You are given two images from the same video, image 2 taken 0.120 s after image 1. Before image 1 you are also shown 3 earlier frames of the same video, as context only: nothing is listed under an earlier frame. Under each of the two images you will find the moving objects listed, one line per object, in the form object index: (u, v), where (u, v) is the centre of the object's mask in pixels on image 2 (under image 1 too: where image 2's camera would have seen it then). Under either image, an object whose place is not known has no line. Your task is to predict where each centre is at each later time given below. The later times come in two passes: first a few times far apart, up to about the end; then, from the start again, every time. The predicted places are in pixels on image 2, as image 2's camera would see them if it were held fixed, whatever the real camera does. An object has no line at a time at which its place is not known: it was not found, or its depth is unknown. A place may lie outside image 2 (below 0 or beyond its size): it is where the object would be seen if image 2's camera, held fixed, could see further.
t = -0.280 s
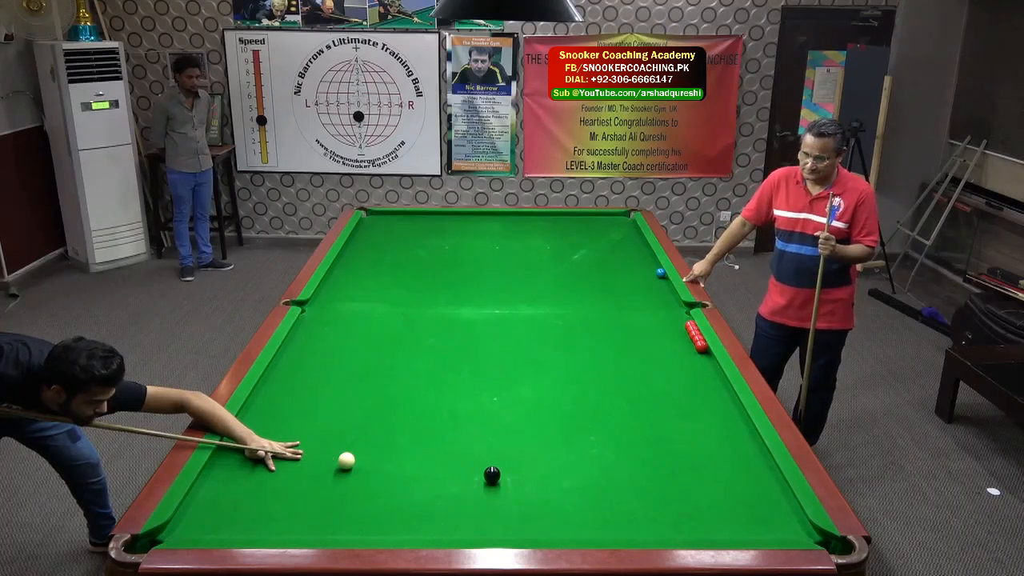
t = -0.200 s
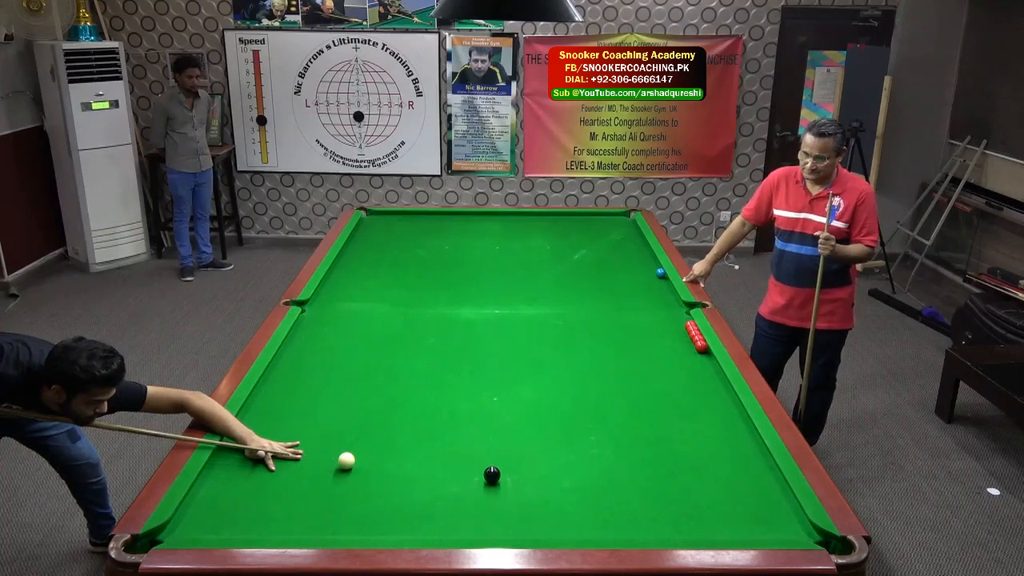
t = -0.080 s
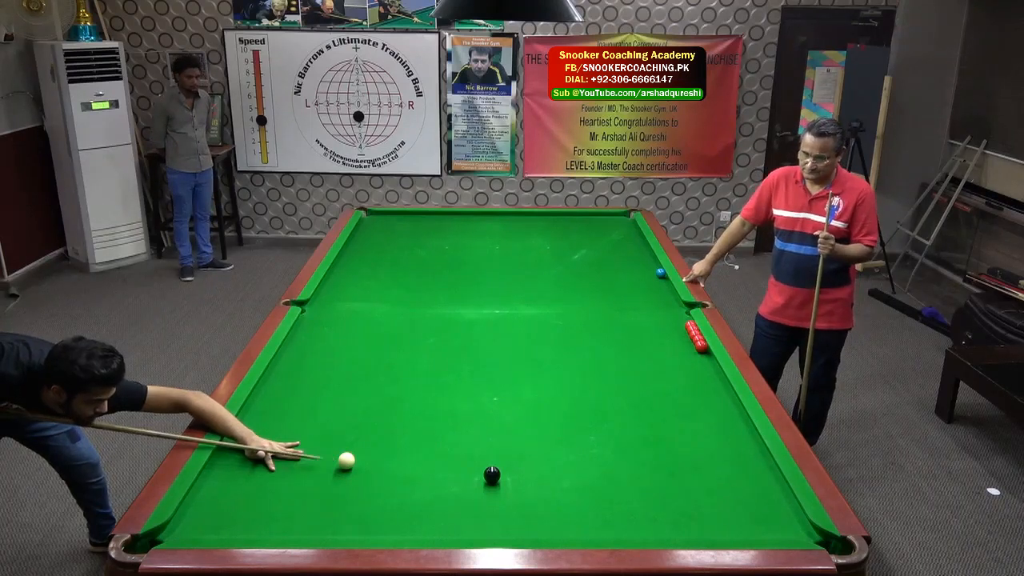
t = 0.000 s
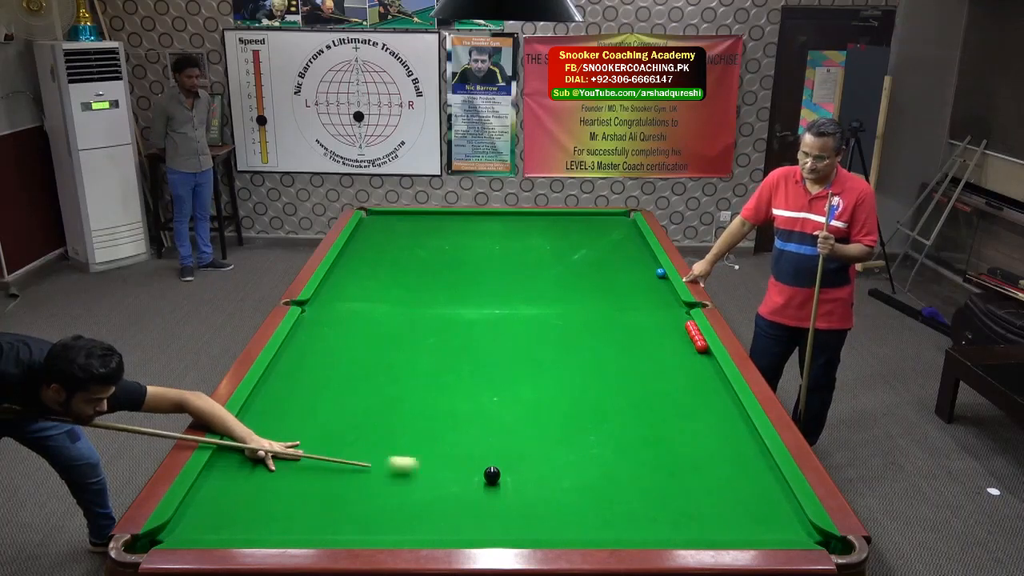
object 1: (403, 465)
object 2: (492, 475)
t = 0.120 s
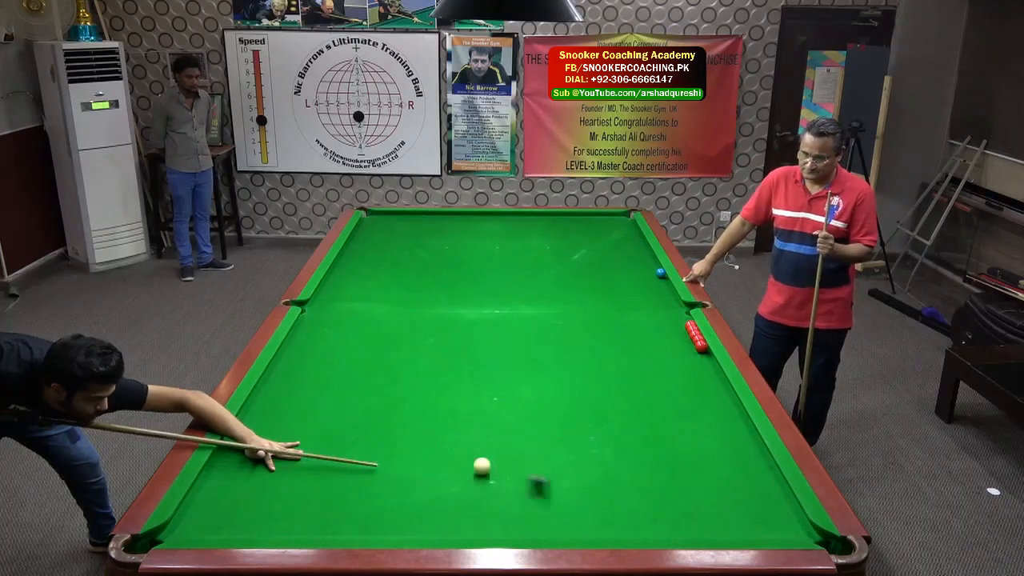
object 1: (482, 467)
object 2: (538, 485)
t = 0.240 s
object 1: (491, 458)
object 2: (647, 508)
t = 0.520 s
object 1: (510, 440)
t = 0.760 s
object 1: (525, 426)
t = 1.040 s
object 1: (540, 412)
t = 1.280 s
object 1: (552, 401)
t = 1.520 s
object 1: (563, 392)
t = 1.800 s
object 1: (574, 383)
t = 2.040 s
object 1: (582, 376)
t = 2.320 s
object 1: (592, 369)
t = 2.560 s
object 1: (599, 364)
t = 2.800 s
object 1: (605, 359)
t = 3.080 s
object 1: (611, 355)
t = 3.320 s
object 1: (616, 352)
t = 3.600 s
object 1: (620, 349)
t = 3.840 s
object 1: (624, 347)
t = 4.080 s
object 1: (626, 346)
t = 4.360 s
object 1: (628, 345)
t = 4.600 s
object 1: (628, 345)
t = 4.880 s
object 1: (629, 345)
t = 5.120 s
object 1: (629, 345)
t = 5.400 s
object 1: (629, 345)
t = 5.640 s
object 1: (629, 345)
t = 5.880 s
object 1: (629, 345)
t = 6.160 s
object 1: (629, 345)
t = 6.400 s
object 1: (629, 345)
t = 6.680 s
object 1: (629, 345)
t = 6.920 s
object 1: (629, 345)
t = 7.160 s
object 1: (629, 345)
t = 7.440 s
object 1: (629, 345)
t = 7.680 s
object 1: (629, 345)
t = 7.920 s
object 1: (629, 345)
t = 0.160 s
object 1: (485, 464)
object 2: (576, 493)
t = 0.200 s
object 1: (488, 461)
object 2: (611, 501)
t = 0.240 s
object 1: (491, 458)
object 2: (647, 508)
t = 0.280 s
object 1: (493, 455)
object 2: (683, 516)
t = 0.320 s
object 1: (497, 452)
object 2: (718, 521)
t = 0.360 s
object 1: (499, 449)
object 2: (752, 527)
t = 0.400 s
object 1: (502, 447)
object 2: (784, 530)
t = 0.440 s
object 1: (505, 445)
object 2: (820, 539)
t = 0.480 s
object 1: (507, 442)
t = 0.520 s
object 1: (510, 440)
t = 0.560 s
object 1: (513, 437)
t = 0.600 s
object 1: (515, 435)
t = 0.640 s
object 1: (518, 432)
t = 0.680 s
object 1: (520, 430)
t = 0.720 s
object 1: (523, 428)
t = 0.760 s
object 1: (525, 426)
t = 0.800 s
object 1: (527, 424)
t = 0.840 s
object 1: (529, 422)
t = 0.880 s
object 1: (532, 420)
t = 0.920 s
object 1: (534, 418)
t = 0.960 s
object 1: (536, 416)
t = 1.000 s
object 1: (538, 414)
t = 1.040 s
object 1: (540, 412)
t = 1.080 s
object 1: (542, 410)
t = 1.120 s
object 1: (544, 408)
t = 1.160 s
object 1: (546, 407)
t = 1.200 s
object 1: (548, 405)
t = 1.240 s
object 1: (550, 403)
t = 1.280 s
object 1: (552, 401)
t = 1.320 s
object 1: (554, 400)
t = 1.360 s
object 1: (556, 398)
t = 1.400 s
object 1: (558, 397)
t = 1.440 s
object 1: (559, 395)
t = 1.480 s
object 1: (561, 394)
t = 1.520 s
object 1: (563, 392)
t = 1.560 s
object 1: (564, 391)
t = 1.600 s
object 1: (566, 390)
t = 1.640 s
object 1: (568, 388)
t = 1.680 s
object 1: (569, 387)
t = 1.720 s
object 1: (571, 386)
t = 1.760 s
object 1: (572, 384)
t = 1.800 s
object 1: (574, 383)
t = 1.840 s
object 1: (575, 382)
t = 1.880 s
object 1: (577, 381)
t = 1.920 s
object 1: (579, 379)
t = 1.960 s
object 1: (580, 379)
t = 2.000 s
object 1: (581, 377)
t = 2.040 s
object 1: (582, 376)
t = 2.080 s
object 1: (584, 375)
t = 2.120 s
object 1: (585, 374)
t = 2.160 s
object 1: (586, 373)
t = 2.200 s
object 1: (588, 372)
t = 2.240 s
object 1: (589, 371)
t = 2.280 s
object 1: (590, 370)
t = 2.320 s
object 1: (592, 369)
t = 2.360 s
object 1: (593, 368)
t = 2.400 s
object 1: (594, 367)
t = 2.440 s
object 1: (595, 366)
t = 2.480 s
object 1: (597, 366)
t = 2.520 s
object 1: (598, 365)
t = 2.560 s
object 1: (599, 364)
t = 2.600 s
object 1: (600, 363)
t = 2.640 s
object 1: (601, 362)
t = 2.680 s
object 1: (602, 361)
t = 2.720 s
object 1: (603, 361)
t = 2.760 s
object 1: (604, 360)
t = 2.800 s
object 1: (605, 359)
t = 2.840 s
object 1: (606, 359)
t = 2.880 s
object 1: (607, 358)
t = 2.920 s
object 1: (608, 357)
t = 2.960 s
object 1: (609, 357)
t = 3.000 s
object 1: (610, 356)
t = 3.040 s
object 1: (610, 355)
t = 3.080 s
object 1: (611, 355)
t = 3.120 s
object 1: (612, 354)
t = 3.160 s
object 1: (613, 354)
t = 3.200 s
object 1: (614, 353)
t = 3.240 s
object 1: (614, 353)
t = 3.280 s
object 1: (615, 352)
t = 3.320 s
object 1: (616, 352)
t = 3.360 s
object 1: (617, 352)
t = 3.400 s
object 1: (617, 351)
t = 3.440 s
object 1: (618, 351)
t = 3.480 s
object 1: (619, 350)
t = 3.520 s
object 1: (619, 350)
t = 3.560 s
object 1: (620, 349)
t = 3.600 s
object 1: (620, 349)
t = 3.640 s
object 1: (621, 349)
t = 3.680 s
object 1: (622, 349)
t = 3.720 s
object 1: (622, 348)
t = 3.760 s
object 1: (623, 348)
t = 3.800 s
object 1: (623, 347)
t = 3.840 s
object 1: (624, 347)
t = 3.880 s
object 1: (624, 347)
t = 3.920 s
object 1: (624, 347)
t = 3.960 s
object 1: (625, 347)
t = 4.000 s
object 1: (625, 346)
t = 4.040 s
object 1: (626, 346)
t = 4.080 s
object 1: (626, 346)
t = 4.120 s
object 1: (626, 346)
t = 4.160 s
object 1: (627, 346)
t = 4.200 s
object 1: (627, 346)
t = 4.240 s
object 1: (627, 345)
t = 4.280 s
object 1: (627, 345)
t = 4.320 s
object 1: (627, 345)
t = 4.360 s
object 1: (628, 345)
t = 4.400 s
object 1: (628, 345)
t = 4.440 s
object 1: (628, 345)
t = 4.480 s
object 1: (628, 345)
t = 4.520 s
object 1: (628, 345)
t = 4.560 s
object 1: (628, 345)
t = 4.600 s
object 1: (628, 345)
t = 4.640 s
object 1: (629, 345)
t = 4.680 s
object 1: (629, 345)
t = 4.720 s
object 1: (629, 345)
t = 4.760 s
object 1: (629, 345)
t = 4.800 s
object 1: (629, 345)
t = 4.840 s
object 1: (629, 345)
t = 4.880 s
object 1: (629, 345)
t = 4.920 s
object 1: (629, 345)
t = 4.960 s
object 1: (629, 345)
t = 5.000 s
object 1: (629, 345)
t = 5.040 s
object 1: (629, 345)
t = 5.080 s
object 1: (629, 345)
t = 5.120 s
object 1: (629, 345)
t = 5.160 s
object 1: (629, 345)
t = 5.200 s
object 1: (629, 345)
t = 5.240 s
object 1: (629, 345)
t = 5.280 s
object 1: (629, 345)
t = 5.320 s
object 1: (629, 345)
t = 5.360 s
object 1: (629, 345)
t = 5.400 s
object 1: (629, 345)
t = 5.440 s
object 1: (629, 345)
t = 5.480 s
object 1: (629, 345)
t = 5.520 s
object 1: (629, 345)
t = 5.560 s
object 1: (629, 345)
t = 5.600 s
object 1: (629, 345)
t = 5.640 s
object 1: (629, 345)
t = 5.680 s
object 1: (629, 345)
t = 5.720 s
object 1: (629, 345)
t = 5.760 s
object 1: (629, 345)
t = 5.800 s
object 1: (629, 345)
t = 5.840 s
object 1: (629, 345)
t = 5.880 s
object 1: (629, 345)
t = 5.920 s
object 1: (629, 345)
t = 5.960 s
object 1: (629, 345)
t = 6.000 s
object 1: (629, 345)
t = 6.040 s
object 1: (629, 345)
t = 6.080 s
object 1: (629, 345)
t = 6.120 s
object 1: (629, 345)
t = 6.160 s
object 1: (629, 345)
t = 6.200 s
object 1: (629, 345)
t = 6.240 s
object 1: (628, 345)
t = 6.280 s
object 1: (628, 345)
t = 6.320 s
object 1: (629, 345)
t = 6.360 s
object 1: (629, 345)
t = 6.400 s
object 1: (629, 345)
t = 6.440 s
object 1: (629, 345)
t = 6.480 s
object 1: (629, 345)
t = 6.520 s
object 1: (629, 345)
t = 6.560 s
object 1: (629, 345)
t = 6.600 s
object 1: (629, 345)
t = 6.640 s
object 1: (629, 345)
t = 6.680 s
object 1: (629, 345)
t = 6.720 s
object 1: (629, 345)
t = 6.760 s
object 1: (629, 345)
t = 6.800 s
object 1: (629, 345)
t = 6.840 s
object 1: (629, 345)
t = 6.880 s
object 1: (629, 345)
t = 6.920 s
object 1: (629, 345)
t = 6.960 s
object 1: (629, 345)
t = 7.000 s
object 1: (629, 345)
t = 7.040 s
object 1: (629, 345)
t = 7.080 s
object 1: (629, 345)
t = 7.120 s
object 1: (629, 345)
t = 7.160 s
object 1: (629, 345)
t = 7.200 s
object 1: (629, 345)
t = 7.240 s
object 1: (629, 345)
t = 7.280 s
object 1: (629, 345)
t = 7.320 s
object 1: (629, 345)
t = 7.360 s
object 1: (629, 345)
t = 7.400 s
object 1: (629, 345)
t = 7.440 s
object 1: (629, 345)
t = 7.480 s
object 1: (629, 345)
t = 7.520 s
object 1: (629, 345)
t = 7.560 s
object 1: (629, 345)
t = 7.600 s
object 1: (629, 345)
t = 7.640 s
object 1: (629, 345)
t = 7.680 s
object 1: (629, 345)
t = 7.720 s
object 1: (629, 345)
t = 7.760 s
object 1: (629, 345)
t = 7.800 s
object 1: (629, 345)
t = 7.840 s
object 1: (629, 345)
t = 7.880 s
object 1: (629, 345)
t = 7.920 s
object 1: (629, 345)
